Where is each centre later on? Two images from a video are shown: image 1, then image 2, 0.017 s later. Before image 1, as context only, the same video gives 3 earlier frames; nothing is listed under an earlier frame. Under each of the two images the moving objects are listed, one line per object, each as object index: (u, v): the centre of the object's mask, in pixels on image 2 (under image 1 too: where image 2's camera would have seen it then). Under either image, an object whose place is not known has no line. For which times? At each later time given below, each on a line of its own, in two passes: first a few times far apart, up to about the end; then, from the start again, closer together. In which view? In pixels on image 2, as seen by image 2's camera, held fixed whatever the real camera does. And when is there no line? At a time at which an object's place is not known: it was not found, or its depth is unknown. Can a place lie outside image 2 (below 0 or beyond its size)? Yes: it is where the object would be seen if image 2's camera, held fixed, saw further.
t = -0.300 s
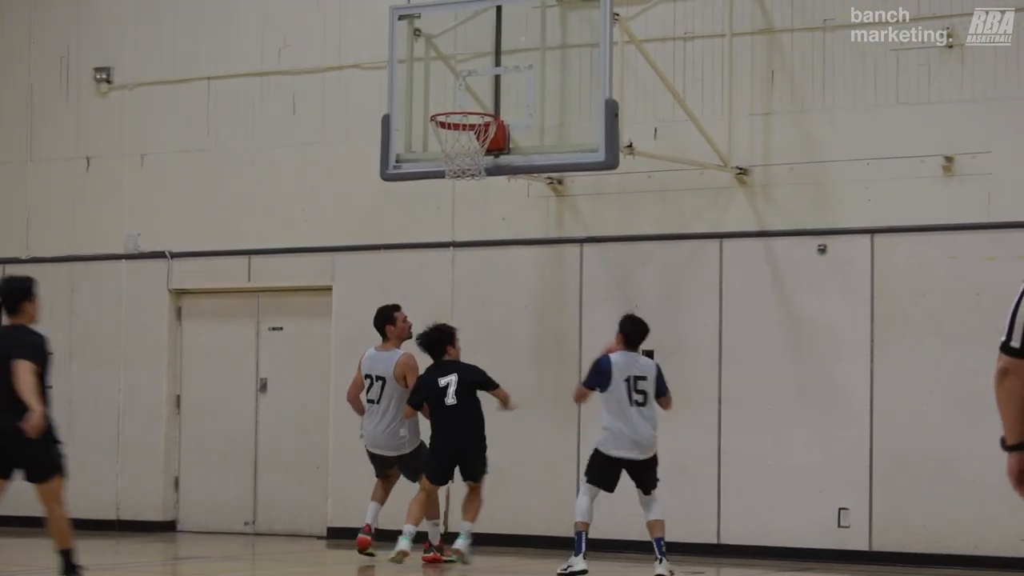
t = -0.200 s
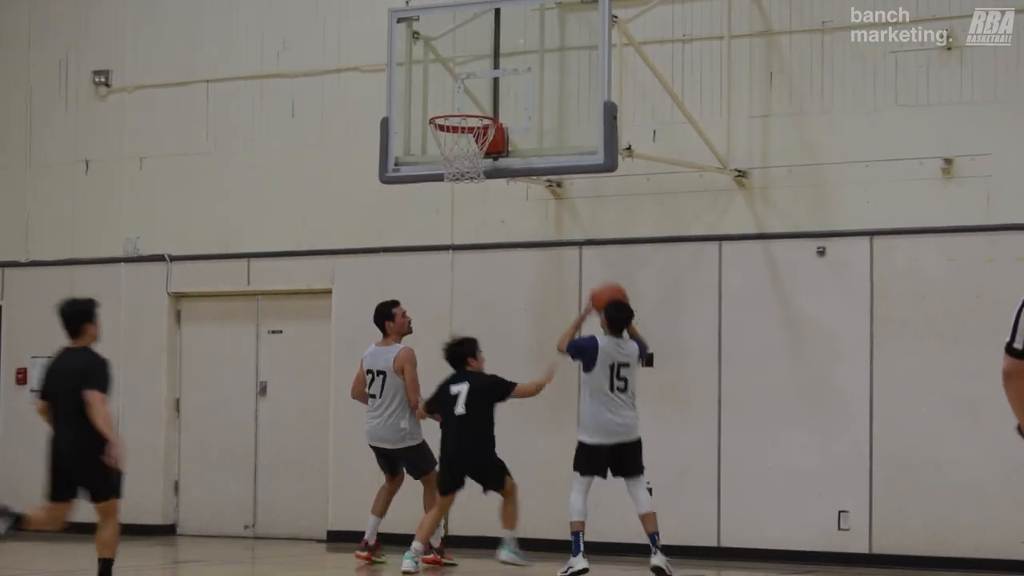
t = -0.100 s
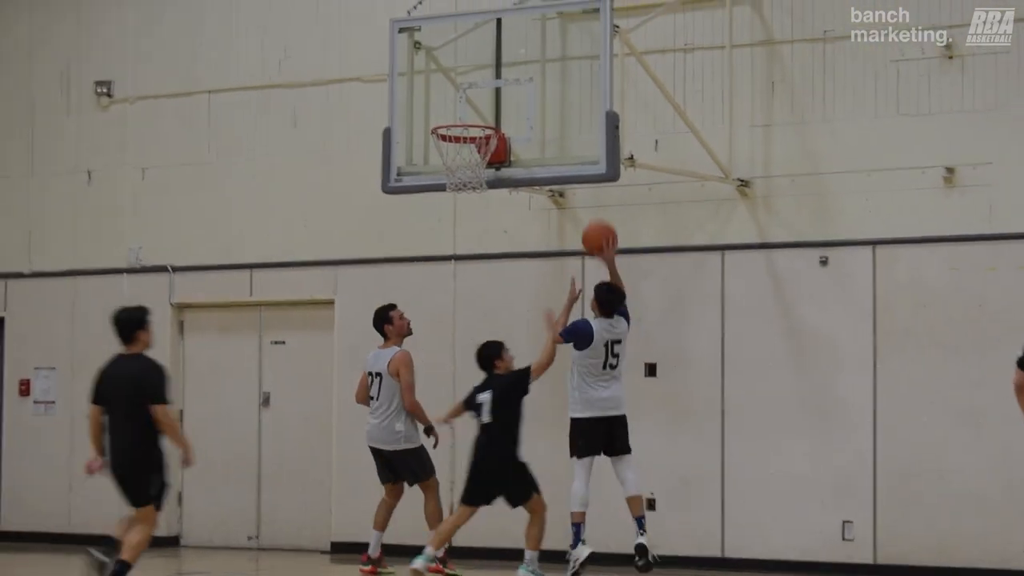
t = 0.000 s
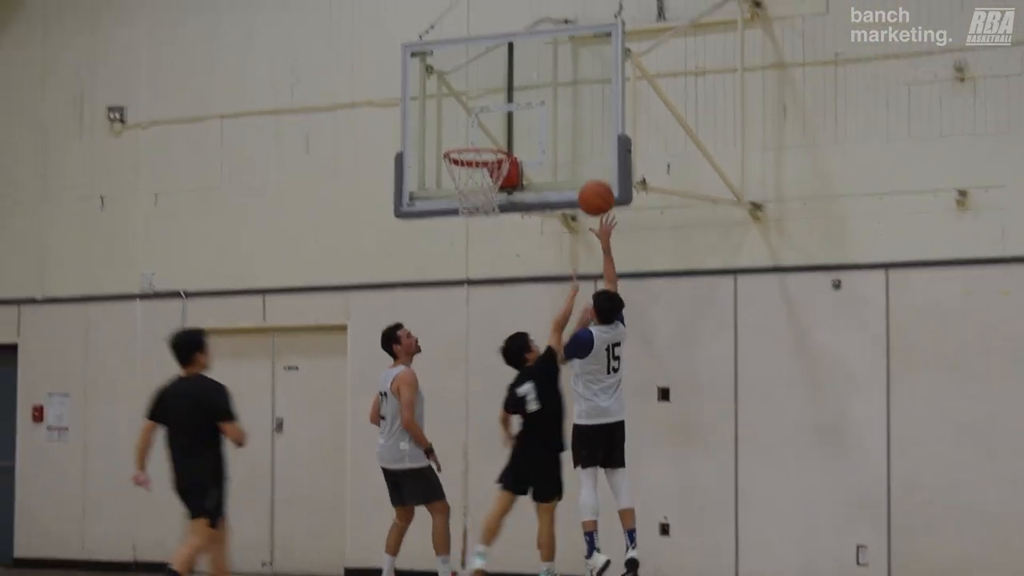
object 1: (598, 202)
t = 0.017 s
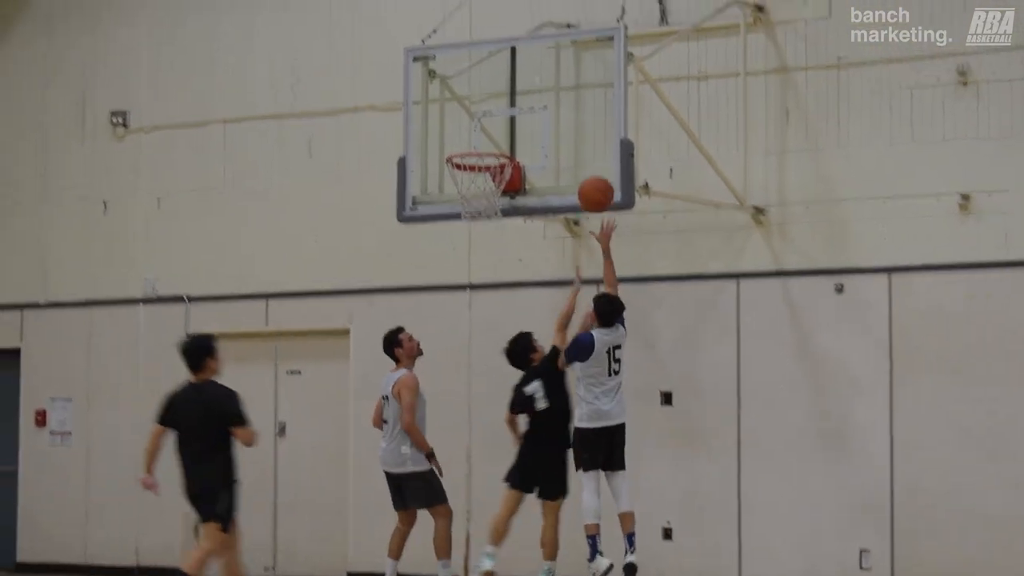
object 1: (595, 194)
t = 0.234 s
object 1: (559, 115)
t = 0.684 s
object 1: (476, 168)
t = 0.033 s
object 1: (593, 185)
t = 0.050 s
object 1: (589, 177)
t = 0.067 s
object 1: (587, 169)
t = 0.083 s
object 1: (584, 162)
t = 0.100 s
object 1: (581, 155)
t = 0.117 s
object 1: (578, 148)
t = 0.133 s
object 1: (575, 142)
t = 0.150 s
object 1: (572, 137)
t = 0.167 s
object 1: (570, 131)
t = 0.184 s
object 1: (567, 126)
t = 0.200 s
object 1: (564, 122)
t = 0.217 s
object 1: (562, 118)
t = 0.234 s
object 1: (559, 115)
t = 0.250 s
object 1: (556, 111)
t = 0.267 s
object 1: (553, 109)
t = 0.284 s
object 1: (551, 107)
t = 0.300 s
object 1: (548, 105)
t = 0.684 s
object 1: (476, 168)
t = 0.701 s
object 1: (473, 175)
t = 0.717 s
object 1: (469, 184)
